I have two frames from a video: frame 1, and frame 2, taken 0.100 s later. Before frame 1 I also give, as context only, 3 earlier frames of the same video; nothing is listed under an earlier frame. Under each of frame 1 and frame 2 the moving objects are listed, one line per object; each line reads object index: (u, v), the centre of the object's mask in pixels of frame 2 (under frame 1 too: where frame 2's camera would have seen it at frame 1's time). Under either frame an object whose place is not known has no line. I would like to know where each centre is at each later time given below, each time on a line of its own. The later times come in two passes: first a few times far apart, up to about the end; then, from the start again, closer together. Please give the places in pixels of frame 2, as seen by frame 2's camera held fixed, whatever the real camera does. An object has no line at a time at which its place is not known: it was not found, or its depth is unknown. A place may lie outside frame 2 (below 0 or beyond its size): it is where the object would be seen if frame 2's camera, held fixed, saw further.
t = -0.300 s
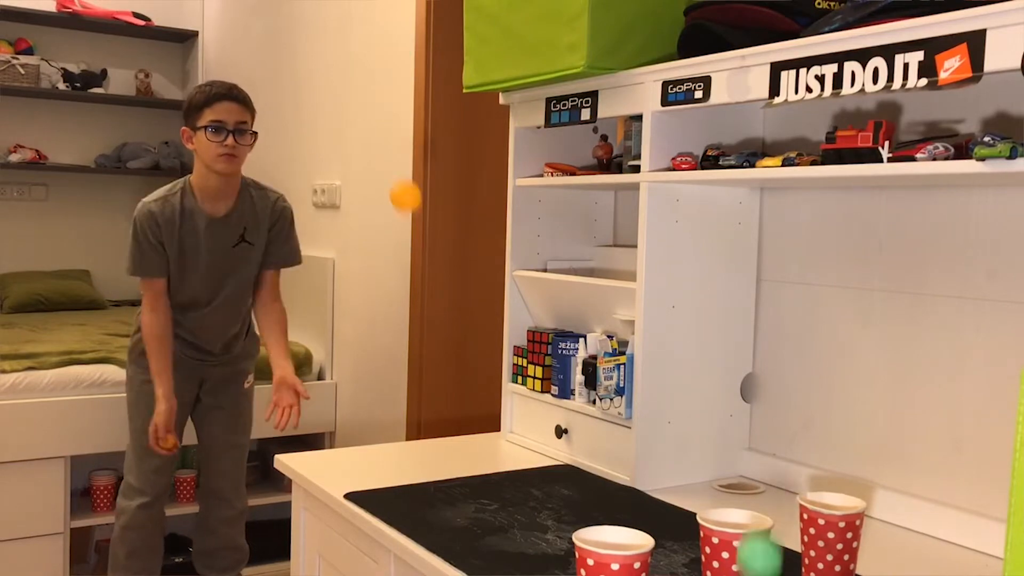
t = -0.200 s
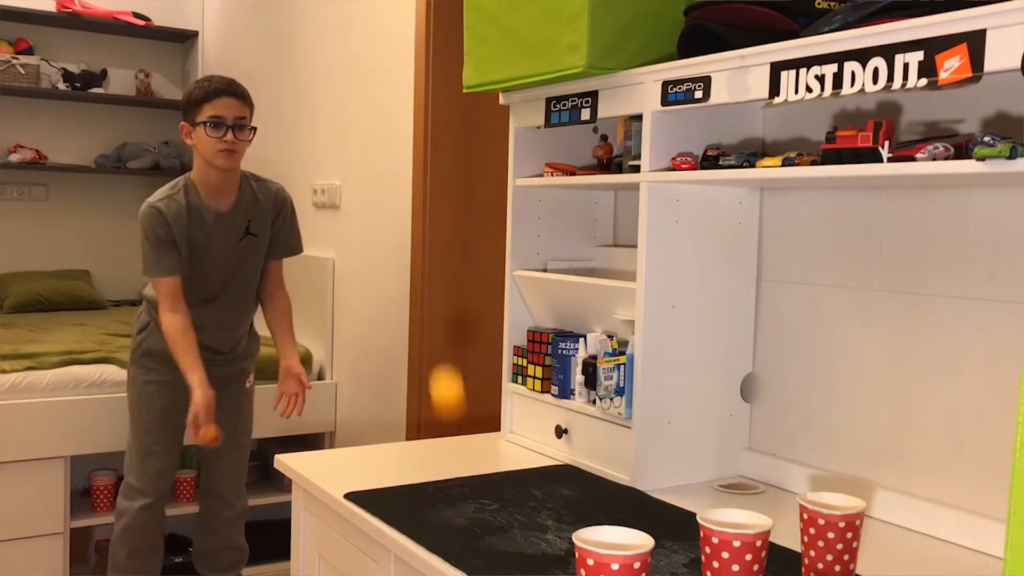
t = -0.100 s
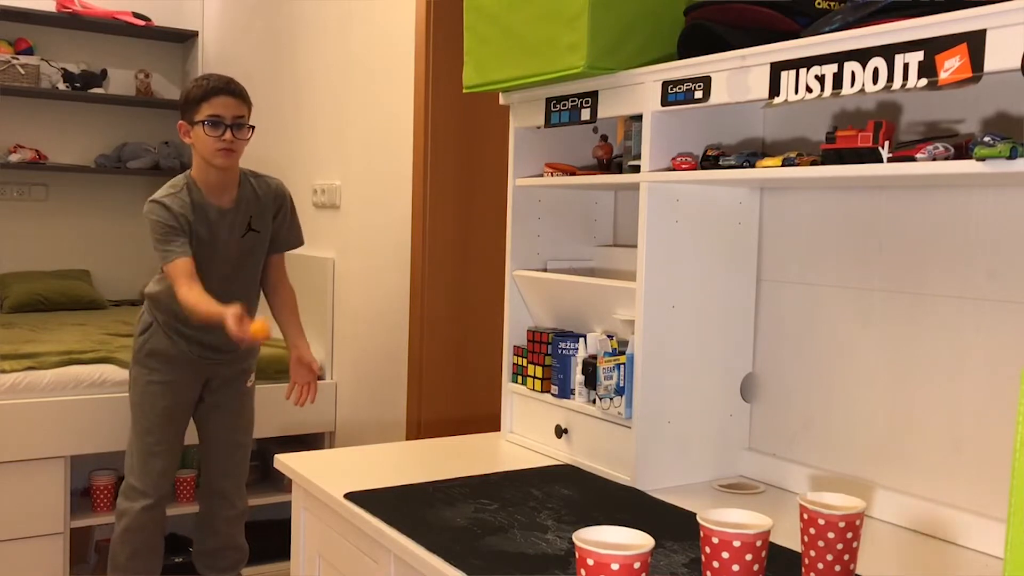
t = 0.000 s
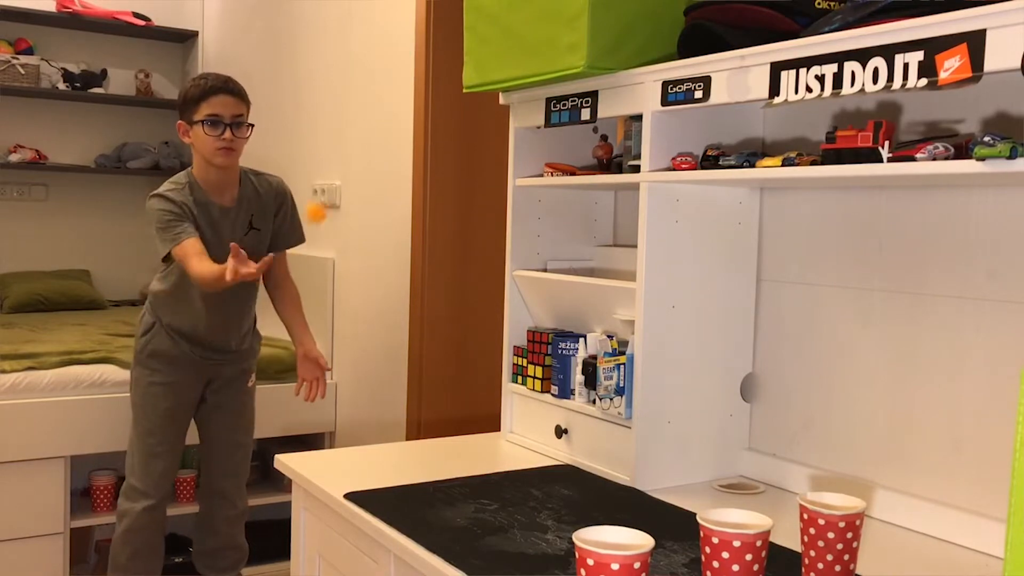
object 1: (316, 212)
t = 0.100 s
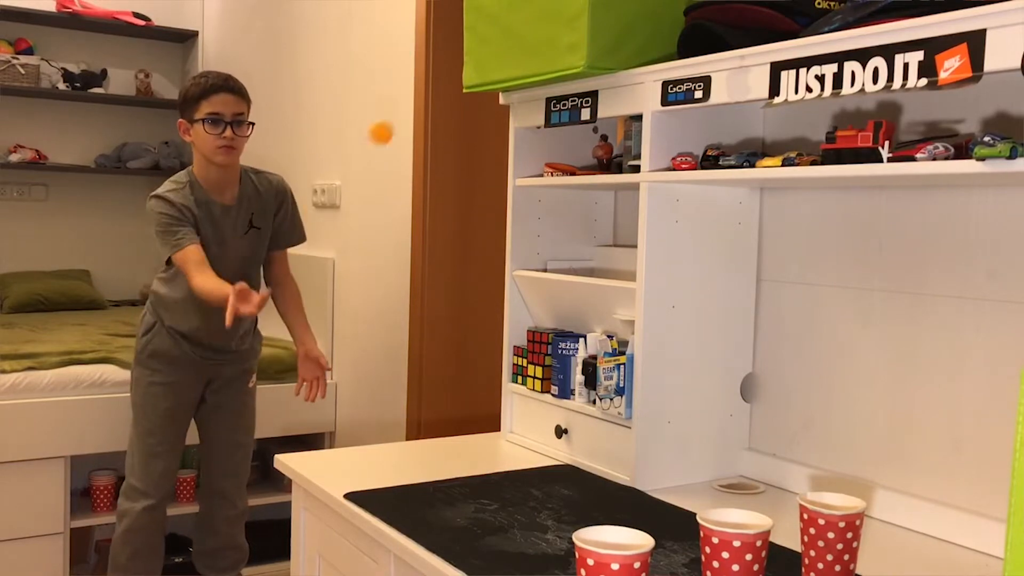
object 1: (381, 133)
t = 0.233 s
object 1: (488, 104)
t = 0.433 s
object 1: (710, 336)
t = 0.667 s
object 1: (1003, 414)
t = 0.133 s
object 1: (405, 116)
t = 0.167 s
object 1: (432, 105)
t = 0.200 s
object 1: (459, 101)
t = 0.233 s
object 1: (488, 104)
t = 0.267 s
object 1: (519, 114)
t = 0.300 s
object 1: (553, 136)
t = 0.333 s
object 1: (587, 165)
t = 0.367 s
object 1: (625, 210)
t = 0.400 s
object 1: (665, 264)
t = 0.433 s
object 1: (710, 336)
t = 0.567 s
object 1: (887, 524)
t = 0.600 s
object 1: (926, 478)
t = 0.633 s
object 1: (970, 440)
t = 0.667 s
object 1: (1003, 414)
